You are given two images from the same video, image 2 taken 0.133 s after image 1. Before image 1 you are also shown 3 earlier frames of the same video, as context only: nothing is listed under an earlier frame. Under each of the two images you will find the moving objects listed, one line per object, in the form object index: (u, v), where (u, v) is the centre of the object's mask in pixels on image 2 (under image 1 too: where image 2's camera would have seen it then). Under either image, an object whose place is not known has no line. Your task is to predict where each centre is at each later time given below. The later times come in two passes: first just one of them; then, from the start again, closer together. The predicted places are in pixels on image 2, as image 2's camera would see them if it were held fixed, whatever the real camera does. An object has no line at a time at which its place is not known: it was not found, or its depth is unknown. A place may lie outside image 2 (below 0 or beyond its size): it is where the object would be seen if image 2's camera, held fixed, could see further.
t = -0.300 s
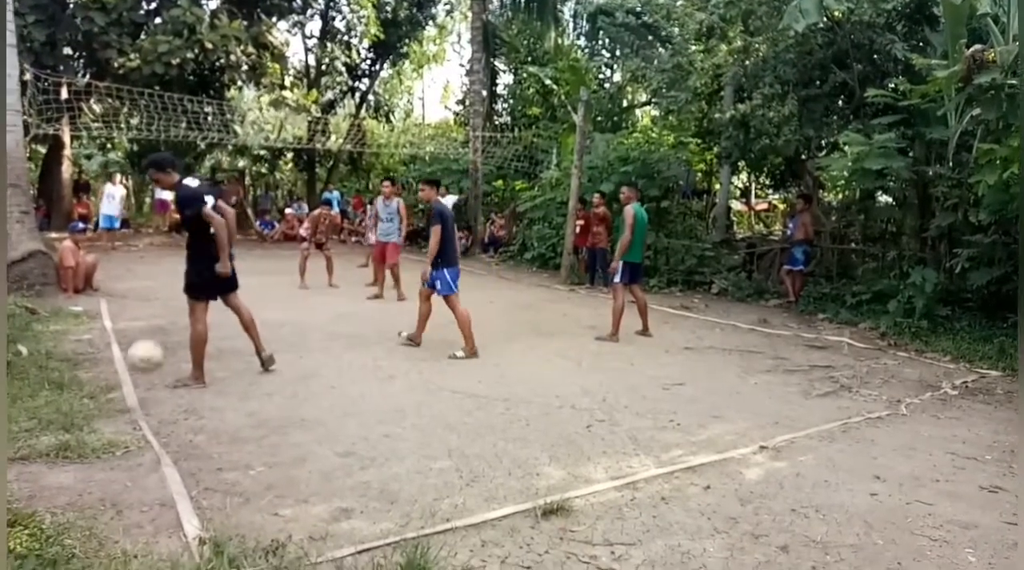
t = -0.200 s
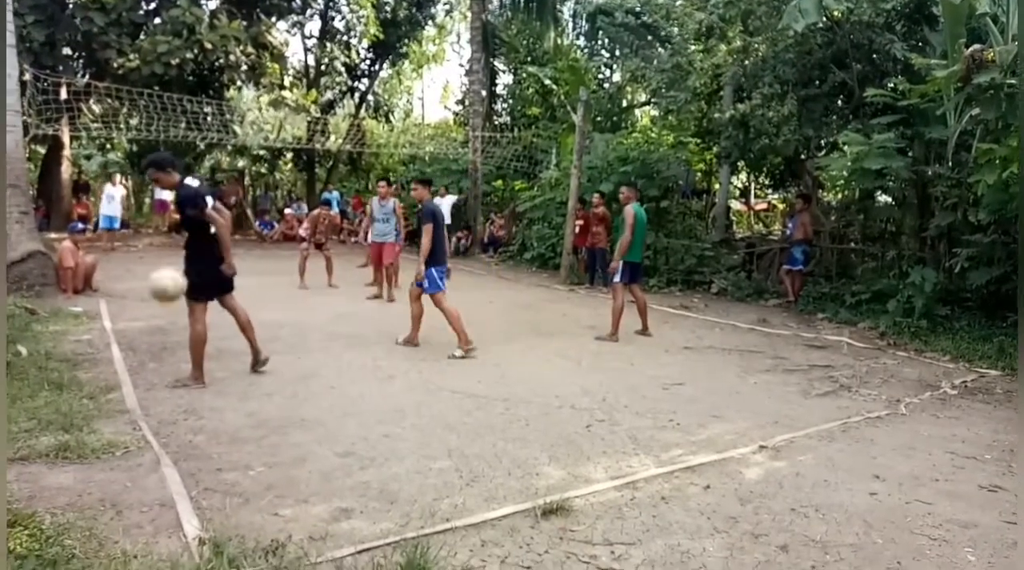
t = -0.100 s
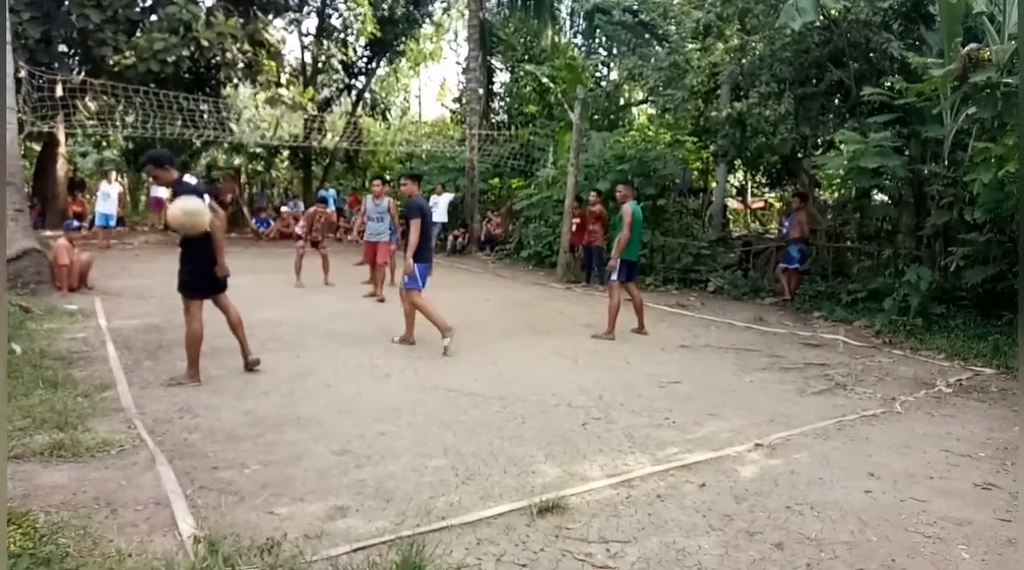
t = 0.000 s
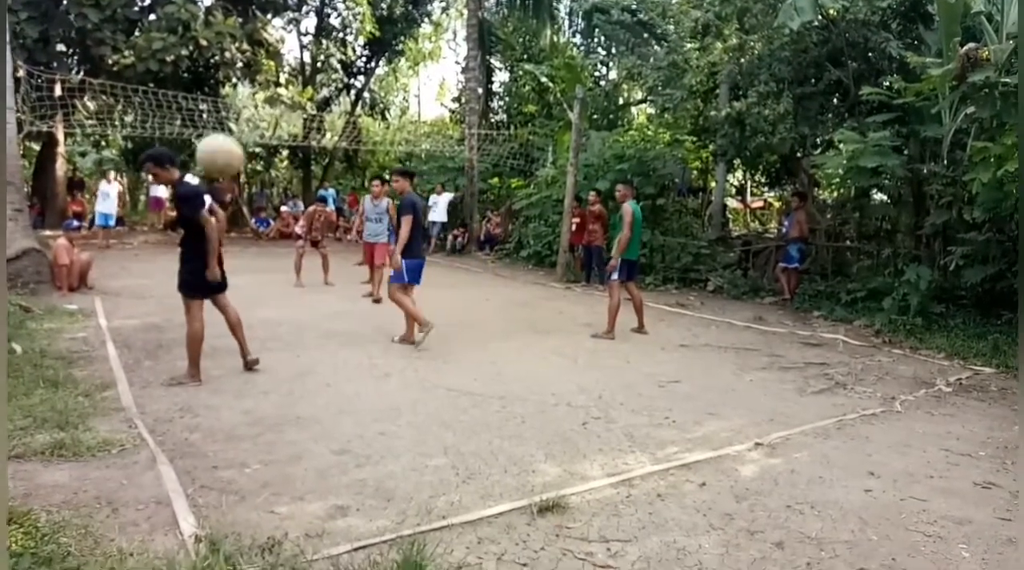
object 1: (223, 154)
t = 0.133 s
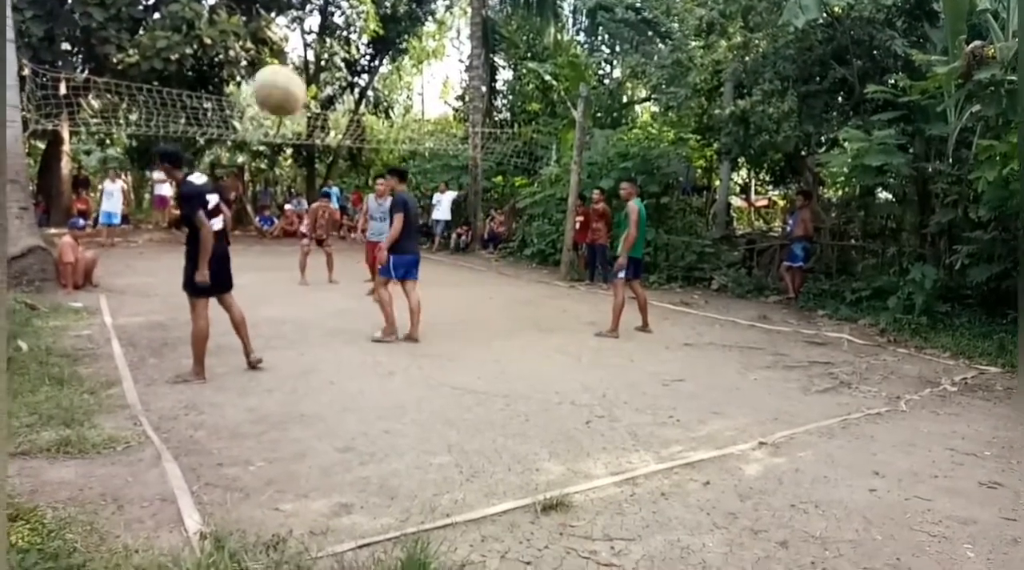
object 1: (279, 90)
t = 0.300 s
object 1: (377, 57)
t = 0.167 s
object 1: (294, 79)
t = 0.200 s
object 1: (314, 71)
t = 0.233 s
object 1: (332, 63)
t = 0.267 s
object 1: (354, 57)
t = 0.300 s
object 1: (377, 57)
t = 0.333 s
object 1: (402, 59)
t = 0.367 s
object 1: (426, 64)
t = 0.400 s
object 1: (461, 75)
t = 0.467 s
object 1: (529, 115)
